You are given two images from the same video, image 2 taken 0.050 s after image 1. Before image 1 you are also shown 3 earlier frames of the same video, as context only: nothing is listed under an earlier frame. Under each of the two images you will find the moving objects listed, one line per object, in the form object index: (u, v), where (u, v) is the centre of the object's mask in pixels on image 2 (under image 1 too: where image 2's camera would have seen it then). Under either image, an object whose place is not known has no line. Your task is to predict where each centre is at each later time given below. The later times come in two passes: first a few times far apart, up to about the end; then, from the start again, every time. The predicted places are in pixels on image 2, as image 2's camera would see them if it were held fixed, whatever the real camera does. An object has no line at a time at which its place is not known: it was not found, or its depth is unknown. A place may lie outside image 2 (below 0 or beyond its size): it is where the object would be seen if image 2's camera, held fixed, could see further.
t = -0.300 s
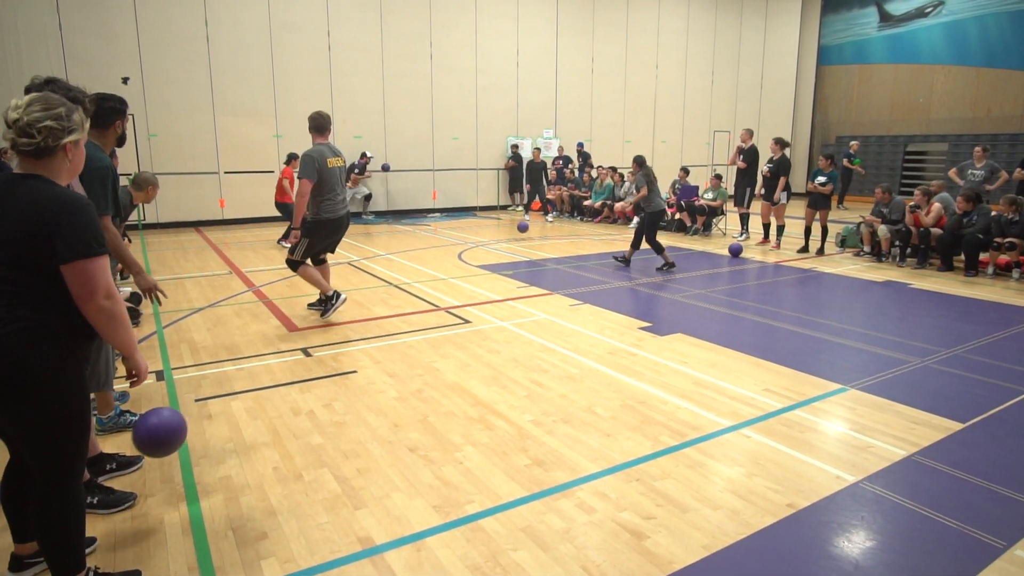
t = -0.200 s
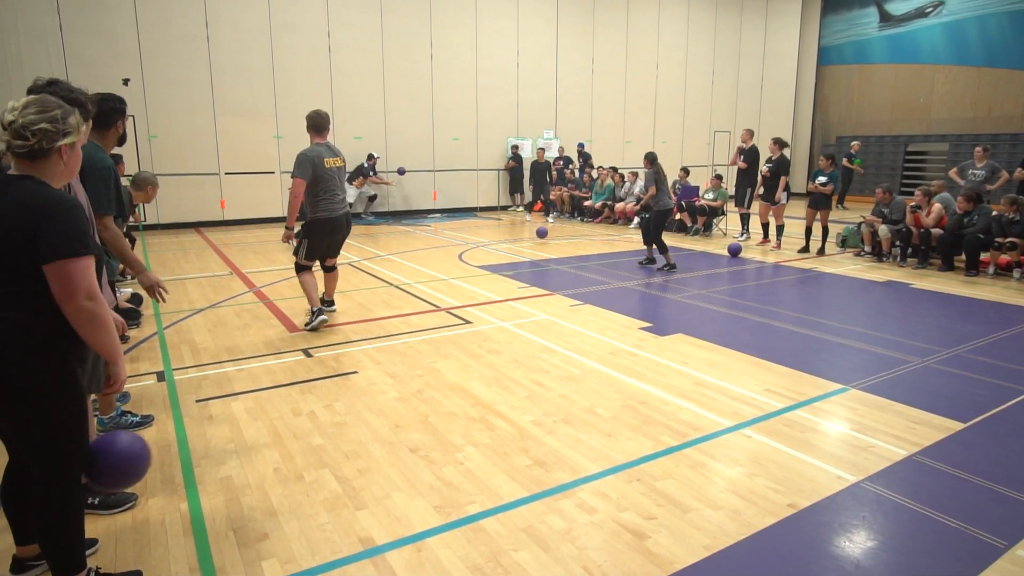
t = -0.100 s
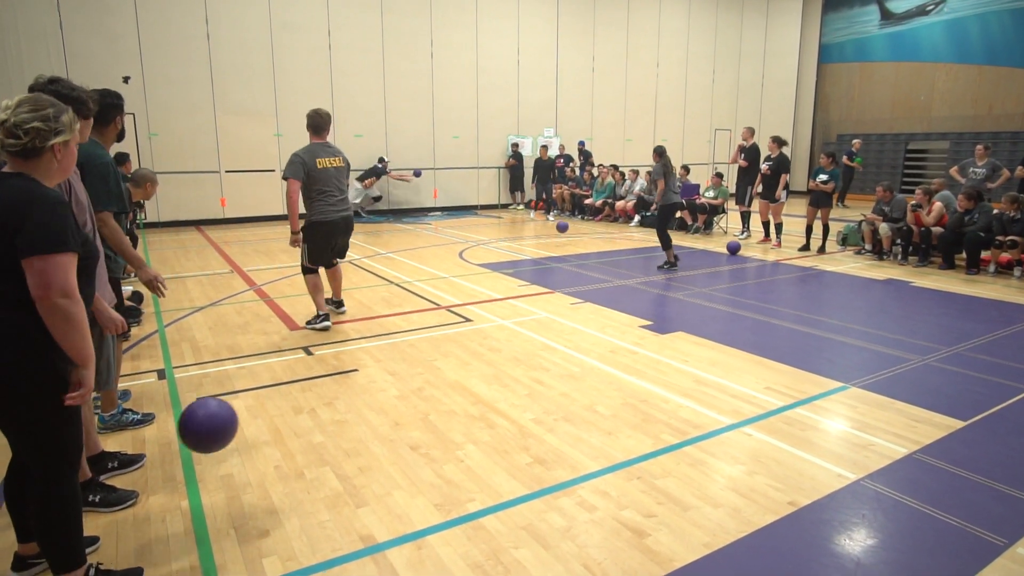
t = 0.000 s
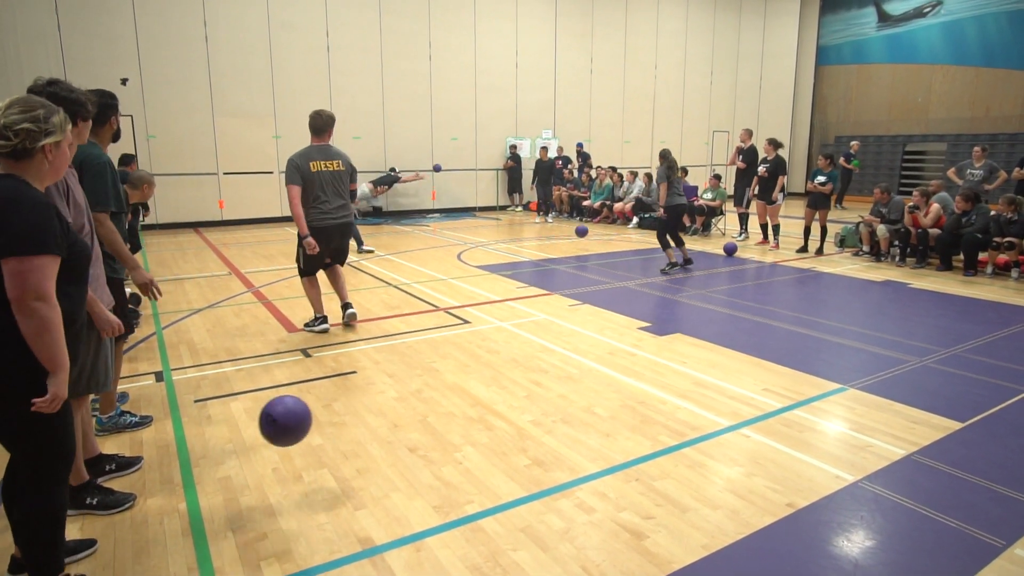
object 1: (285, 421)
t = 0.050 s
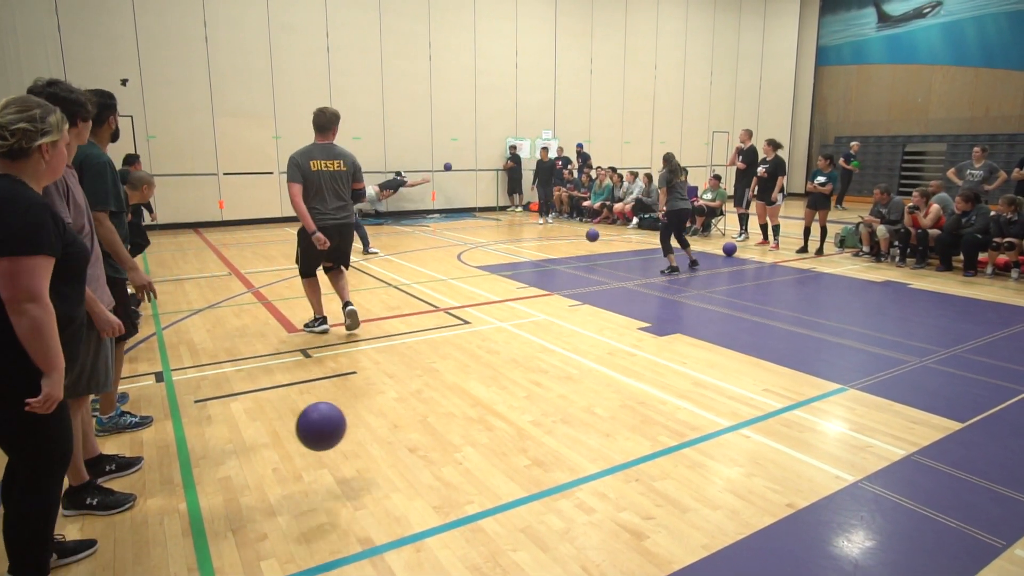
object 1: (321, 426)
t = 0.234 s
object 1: (416, 426)
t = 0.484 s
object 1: (499, 404)
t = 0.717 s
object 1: (563, 388)
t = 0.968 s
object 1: (623, 381)
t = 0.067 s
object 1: (332, 429)
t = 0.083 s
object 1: (343, 432)
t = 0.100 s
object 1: (354, 436)
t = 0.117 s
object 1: (364, 440)
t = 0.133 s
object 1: (374, 445)
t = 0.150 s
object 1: (384, 451)
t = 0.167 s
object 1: (392, 454)
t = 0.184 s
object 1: (398, 446)
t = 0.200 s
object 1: (404, 438)
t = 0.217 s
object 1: (410, 432)
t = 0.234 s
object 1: (416, 426)
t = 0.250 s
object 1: (422, 421)
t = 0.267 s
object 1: (428, 416)
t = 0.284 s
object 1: (434, 412)
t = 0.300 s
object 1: (439, 409)
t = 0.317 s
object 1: (445, 406)
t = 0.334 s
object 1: (451, 403)
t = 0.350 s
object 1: (456, 401)
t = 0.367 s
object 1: (462, 400)
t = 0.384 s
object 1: (467, 399)
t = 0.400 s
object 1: (472, 399)
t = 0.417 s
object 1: (478, 399)
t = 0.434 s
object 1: (483, 399)
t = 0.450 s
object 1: (488, 400)
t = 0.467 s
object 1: (493, 402)
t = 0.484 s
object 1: (499, 404)
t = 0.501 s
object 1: (504, 406)
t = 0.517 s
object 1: (509, 409)
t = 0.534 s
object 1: (513, 413)
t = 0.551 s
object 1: (518, 416)
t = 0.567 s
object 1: (523, 412)
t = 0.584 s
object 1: (528, 407)
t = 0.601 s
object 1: (532, 403)
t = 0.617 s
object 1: (537, 399)
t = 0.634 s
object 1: (541, 396)
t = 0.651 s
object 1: (546, 394)
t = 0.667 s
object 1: (550, 392)
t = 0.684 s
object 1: (555, 390)
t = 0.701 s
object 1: (559, 389)
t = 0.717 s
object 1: (563, 388)
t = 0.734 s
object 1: (568, 388)
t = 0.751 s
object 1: (572, 388)
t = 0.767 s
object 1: (576, 389)
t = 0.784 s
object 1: (580, 390)
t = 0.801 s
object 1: (584, 392)
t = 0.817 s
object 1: (588, 395)
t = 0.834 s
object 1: (593, 394)
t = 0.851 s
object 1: (596, 390)
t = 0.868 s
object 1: (600, 387)
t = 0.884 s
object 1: (604, 385)
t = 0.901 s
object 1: (608, 383)
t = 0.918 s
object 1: (612, 382)
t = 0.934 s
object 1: (616, 381)
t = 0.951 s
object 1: (619, 381)
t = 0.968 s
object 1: (623, 381)
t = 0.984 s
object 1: (627, 381)
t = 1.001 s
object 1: (630, 382)
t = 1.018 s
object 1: (634, 383)
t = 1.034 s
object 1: (637, 380)
